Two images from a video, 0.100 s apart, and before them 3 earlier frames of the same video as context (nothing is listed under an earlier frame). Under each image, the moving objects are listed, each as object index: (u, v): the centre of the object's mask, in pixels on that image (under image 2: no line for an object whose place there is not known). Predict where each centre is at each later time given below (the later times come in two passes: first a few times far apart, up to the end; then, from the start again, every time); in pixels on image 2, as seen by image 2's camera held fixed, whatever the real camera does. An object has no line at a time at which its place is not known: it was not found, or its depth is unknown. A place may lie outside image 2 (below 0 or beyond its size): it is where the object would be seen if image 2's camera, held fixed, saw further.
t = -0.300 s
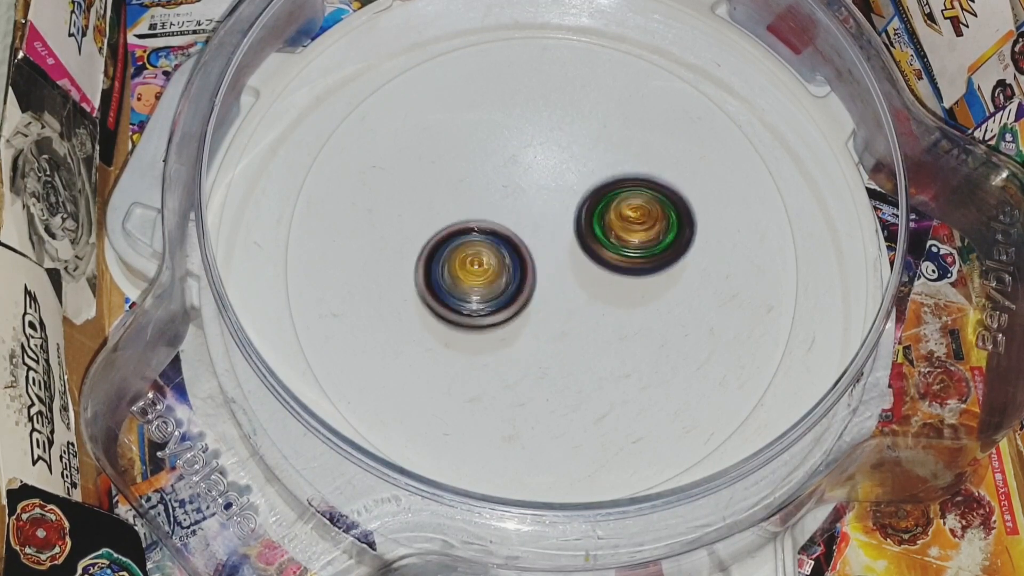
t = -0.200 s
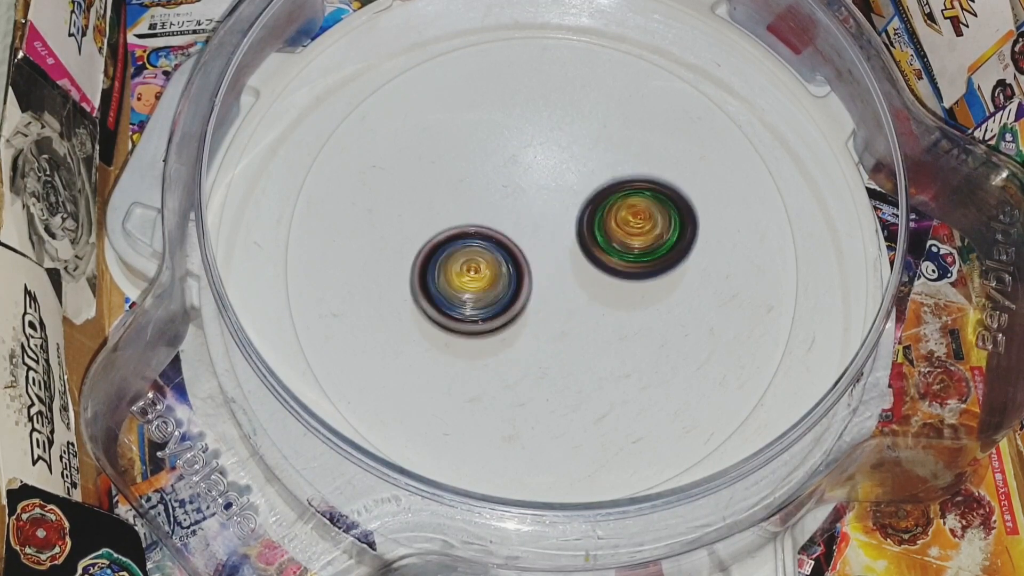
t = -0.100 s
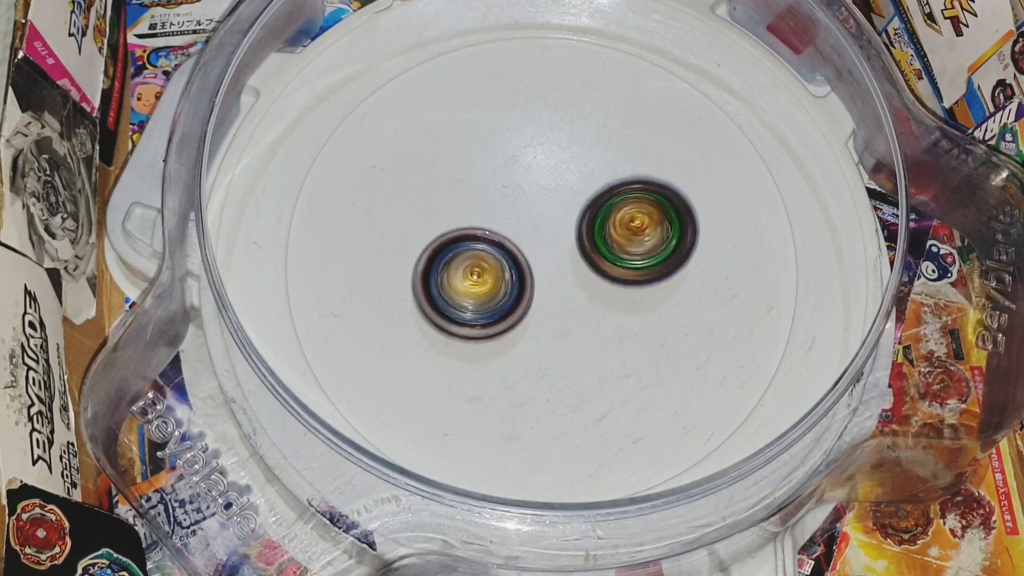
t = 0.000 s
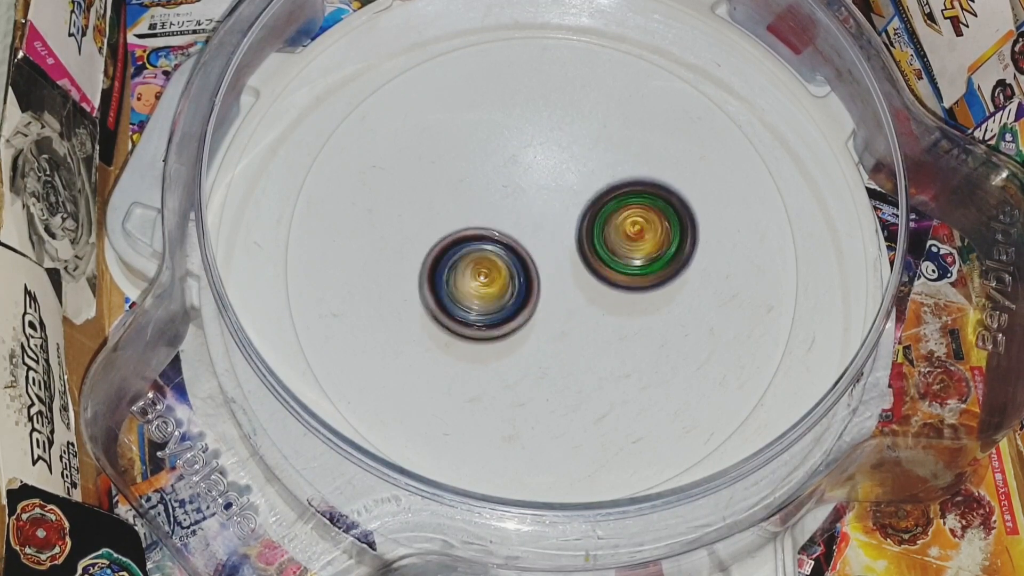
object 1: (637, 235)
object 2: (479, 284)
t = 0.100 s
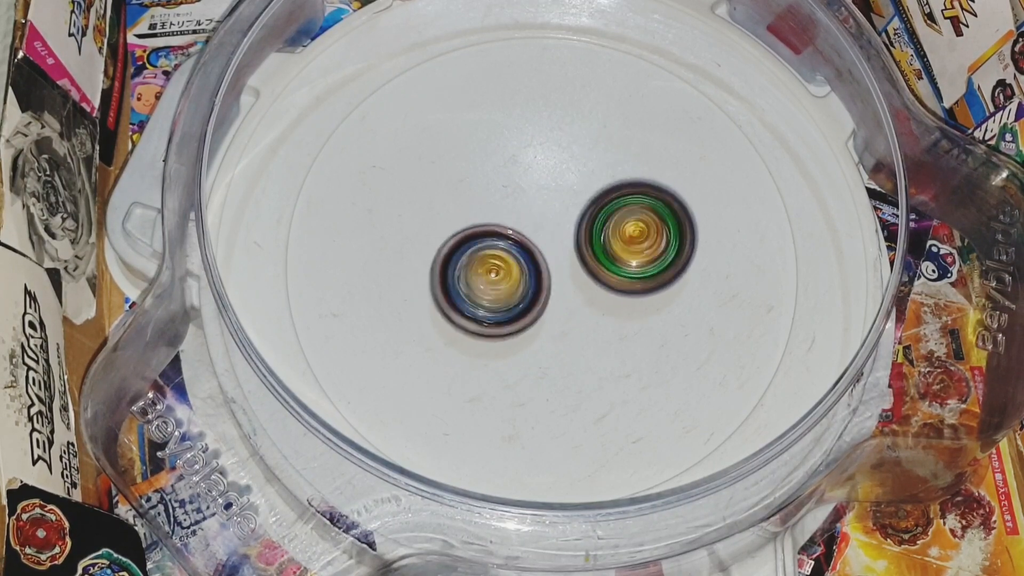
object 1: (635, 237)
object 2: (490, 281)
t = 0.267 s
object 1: (632, 244)
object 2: (511, 270)
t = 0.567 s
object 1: (655, 245)
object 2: (483, 270)
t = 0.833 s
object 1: (654, 255)
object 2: (491, 271)
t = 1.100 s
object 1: (647, 267)
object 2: (516, 274)
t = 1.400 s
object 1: (678, 282)
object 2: (476, 276)
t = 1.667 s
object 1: (656, 287)
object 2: (472, 270)
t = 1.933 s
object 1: (645, 296)
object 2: (492, 260)
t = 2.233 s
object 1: (629, 310)
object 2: (522, 258)
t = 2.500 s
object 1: (635, 308)
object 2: (524, 258)
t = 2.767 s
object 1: (629, 302)
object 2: (513, 257)
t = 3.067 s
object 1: (621, 307)
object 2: (502, 246)
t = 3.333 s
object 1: (610, 312)
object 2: (504, 239)
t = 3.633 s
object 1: (604, 323)
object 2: (504, 231)
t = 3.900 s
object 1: (605, 322)
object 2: (512, 234)
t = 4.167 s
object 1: (593, 325)
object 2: (512, 234)
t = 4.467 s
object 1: (592, 329)
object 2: (515, 235)
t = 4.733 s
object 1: (589, 326)
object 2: (516, 232)
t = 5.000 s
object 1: (576, 327)
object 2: (517, 221)
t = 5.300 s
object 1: (571, 332)
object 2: (529, 225)
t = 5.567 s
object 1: (568, 337)
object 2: (532, 224)
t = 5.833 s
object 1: (557, 337)
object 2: (534, 221)
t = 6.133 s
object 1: (553, 345)
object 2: (538, 225)
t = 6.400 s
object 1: (551, 338)
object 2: (535, 217)
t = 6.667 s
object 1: (537, 335)
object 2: (534, 222)
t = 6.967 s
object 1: (539, 332)
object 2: (537, 209)
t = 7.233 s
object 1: (527, 331)
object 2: (539, 217)
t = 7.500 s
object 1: (535, 333)
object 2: (546, 219)
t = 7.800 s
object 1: (519, 333)
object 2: (553, 211)
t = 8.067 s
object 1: (508, 334)
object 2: (561, 210)
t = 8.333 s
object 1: (515, 329)
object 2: (550, 213)
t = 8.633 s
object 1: (517, 324)
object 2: (542, 216)
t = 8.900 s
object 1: (517, 316)
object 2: (542, 206)
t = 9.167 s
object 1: (517, 337)
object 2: (552, 209)
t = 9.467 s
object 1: (513, 323)
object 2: (547, 207)
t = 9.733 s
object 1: (509, 318)
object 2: (544, 211)
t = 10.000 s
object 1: (518, 331)
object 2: (542, 201)
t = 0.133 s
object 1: (635, 238)
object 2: (495, 278)
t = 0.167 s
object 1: (635, 240)
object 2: (499, 276)
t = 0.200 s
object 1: (634, 241)
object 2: (504, 274)
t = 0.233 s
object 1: (633, 242)
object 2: (507, 271)
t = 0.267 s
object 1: (632, 244)
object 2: (511, 270)
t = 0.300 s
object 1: (634, 244)
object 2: (512, 268)
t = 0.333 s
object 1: (635, 243)
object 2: (513, 265)
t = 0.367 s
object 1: (640, 242)
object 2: (509, 265)
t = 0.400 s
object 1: (653, 240)
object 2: (497, 266)
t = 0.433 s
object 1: (659, 238)
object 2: (491, 267)
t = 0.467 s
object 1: (659, 239)
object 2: (488, 268)
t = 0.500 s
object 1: (657, 241)
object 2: (486, 268)
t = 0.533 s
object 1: (656, 243)
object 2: (484, 269)
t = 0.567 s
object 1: (655, 245)
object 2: (483, 270)
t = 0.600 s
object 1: (656, 245)
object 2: (482, 269)
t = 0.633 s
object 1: (655, 247)
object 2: (482, 270)
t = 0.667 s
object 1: (655, 248)
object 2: (483, 270)
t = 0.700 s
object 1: (655, 250)
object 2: (483, 270)
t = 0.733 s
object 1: (655, 251)
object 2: (485, 271)
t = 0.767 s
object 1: (654, 252)
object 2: (486, 270)
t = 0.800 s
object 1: (654, 253)
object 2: (488, 272)
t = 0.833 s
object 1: (654, 255)
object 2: (491, 271)
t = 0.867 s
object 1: (653, 256)
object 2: (493, 272)
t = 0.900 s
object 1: (653, 257)
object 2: (497, 272)
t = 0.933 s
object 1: (652, 258)
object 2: (499, 272)
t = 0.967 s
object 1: (652, 260)
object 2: (502, 273)
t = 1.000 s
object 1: (651, 262)
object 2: (506, 272)
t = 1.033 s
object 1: (650, 263)
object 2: (509, 273)
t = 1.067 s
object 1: (649, 265)
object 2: (513, 274)
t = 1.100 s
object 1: (647, 267)
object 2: (516, 274)
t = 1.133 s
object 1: (647, 269)
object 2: (520, 275)
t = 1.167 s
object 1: (646, 271)
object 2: (522, 275)
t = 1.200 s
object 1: (647, 273)
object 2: (523, 274)
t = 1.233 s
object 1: (653, 272)
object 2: (516, 274)
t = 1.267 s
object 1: (670, 274)
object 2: (500, 275)
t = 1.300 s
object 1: (679, 276)
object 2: (489, 274)
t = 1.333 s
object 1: (681, 279)
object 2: (482, 274)
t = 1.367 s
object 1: (680, 281)
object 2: (479, 275)
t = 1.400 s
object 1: (678, 282)
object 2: (476, 276)
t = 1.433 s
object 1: (674, 281)
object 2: (474, 276)
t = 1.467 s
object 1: (671, 280)
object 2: (471, 275)
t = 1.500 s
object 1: (666, 281)
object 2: (470, 275)
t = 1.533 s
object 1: (663, 282)
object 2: (469, 274)
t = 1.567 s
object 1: (660, 284)
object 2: (469, 274)
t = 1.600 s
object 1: (659, 284)
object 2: (469, 271)
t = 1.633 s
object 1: (657, 286)
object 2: (471, 271)
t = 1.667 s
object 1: (656, 287)
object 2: (472, 270)
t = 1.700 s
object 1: (655, 289)
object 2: (472, 269)
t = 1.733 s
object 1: (654, 289)
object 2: (474, 267)
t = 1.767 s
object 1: (653, 291)
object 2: (475, 265)
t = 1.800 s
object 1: (652, 291)
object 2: (478, 264)
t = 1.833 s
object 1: (651, 293)
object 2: (481, 262)
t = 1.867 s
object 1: (649, 294)
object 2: (484, 262)
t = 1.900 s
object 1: (647, 296)
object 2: (488, 260)
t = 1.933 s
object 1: (645, 296)
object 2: (492, 260)
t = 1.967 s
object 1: (643, 298)
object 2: (497, 259)
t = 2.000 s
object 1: (639, 299)
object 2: (500, 259)
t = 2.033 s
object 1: (636, 302)
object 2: (506, 259)
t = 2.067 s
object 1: (633, 304)
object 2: (510, 259)
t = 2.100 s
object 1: (630, 305)
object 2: (515, 260)
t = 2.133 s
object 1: (628, 307)
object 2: (519, 260)
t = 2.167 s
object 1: (629, 308)
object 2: (520, 259)
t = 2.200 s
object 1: (630, 310)
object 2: (521, 258)
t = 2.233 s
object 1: (629, 310)
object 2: (522, 258)
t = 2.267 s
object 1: (635, 311)
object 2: (522, 257)
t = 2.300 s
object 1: (639, 312)
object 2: (519, 254)
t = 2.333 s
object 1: (639, 313)
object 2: (520, 254)
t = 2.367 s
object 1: (637, 311)
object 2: (521, 256)
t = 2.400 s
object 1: (634, 311)
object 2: (523, 256)
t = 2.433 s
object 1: (634, 309)
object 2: (524, 258)
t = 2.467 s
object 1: (635, 309)
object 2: (524, 258)
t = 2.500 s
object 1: (635, 308)
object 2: (524, 258)
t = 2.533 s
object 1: (637, 307)
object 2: (522, 257)
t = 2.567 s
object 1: (642, 308)
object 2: (517, 255)
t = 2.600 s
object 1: (641, 308)
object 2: (516, 255)
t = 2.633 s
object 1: (638, 305)
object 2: (515, 256)
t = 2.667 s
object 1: (635, 302)
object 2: (514, 255)
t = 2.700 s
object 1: (632, 301)
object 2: (513, 256)
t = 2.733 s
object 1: (630, 301)
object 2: (513, 256)
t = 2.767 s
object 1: (629, 302)
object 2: (513, 257)
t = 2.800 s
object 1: (629, 302)
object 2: (513, 256)
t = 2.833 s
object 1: (628, 303)
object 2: (512, 257)
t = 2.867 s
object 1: (628, 303)
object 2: (512, 255)
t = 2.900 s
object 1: (627, 303)
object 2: (510, 255)
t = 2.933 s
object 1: (625, 303)
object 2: (510, 254)
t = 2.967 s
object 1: (625, 305)
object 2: (507, 251)
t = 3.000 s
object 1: (626, 306)
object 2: (505, 249)
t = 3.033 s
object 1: (623, 305)
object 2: (503, 248)
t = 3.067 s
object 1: (621, 307)
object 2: (502, 246)
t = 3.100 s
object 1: (621, 309)
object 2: (501, 245)
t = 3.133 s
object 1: (621, 310)
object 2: (500, 244)
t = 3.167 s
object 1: (619, 310)
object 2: (500, 243)
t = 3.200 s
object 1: (618, 311)
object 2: (500, 241)
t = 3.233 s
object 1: (617, 312)
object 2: (500, 241)
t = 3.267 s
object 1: (616, 312)
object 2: (501, 240)
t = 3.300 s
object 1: (614, 312)
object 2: (503, 239)
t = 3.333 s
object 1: (610, 312)
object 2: (504, 239)
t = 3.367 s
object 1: (607, 312)
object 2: (506, 239)
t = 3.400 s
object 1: (603, 313)
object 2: (508, 238)
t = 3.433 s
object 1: (605, 316)
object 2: (506, 236)
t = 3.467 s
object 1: (609, 321)
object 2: (502, 231)
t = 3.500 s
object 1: (609, 323)
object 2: (502, 229)
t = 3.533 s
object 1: (608, 324)
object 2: (502, 229)
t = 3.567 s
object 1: (607, 323)
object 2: (502, 229)
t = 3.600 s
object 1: (605, 323)
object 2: (503, 229)
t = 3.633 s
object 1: (604, 323)
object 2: (504, 231)
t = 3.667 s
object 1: (602, 321)
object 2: (506, 231)
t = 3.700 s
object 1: (601, 321)
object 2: (508, 233)
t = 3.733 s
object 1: (600, 320)
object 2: (510, 234)
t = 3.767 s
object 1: (599, 321)
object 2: (512, 236)
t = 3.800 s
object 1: (599, 320)
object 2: (514, 236)
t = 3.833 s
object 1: (604, 323)
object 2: (513, 234)
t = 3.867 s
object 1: (606, 324)
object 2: (513, 234)
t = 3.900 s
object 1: (605, 322)
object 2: (512, 234)
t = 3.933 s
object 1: (602, 322)
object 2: (512, 234)
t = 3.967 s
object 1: (600, 322)
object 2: (512, 235)
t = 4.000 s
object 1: (599, 323)
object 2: (512, 235)
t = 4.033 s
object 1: (597, 324)
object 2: (513, 236)
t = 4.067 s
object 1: (598, 327)
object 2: (512, 234)
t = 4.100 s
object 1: (598, 326)
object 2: (512, 234)
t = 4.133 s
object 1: (596, 325)
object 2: (512, 234)
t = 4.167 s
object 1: (593, 325)
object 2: (512, 234)
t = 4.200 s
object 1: (592, 326)
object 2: (513, 235)
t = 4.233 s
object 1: (595, 328)
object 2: (511, 233)
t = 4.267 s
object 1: (595, 326)
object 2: (512, 234)
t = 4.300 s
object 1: (593, 324)
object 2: (513, 234)
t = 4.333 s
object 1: (592, 326)
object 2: (513, 234)
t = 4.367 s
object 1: (592, 326)
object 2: (514, 235)
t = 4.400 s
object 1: (592, 326)
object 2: (513, 235)
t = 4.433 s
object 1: (590, 326)
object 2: (515, 235)
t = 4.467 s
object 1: (592, 329)
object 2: (515, 235)
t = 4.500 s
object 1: (592, 328)
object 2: (516, 235)
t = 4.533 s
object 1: (591, 328)
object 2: (515, 236)
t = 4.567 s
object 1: (592, 330)
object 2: (515, 234)
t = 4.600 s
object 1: (592, 329)
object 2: (516, 235)
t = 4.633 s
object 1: (591, 327)
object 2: (516, 235)
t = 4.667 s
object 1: (592, 328)
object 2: (516, 232)
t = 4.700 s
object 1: (592, 327)
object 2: (516, 232)
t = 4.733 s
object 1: (589, 326)
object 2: (516, 232)
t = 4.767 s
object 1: (586, 326)
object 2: (517, 230)
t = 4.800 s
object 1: (587, 329)
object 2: (516, 228)
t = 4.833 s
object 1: (588, 329)
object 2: (517, 226)
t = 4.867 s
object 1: (586, 327)
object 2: (516, 226)
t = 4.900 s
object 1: (582, 326)
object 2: (515, 224)
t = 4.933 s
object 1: (580, 326)
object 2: (517, 223)
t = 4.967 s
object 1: (578, 327)
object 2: (517, 222)
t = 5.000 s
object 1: (576, 327)
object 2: (517, 221)
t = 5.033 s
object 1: (576, 328)
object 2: (519, 222)
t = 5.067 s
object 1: (574, 328)
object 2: (520, 222)
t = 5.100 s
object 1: (573, 328)
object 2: (522, 222)
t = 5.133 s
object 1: (572, 327)
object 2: (523, 222)
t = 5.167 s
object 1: (572, 329)
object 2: (524, 222)
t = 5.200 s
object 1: (573, 332)
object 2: (525, 222)
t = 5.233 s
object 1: (573, 332)
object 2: (526, 224)
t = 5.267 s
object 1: (573, 331)
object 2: (527, 224)
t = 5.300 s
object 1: (571, 332)
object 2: (529, 225)
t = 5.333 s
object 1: (573, 334)
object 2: (529, 227)
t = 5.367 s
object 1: (573, 335)
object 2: (530, 227)
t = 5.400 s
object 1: (572, 339)
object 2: (531, 226)
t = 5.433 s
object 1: (573, 341)
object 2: (531, 225)
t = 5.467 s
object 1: (573, 340)
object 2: (531, 226)
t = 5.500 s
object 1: (572, 337)
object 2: (531, 225)
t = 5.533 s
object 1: (569, 335)
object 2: (532, 226)
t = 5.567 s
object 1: (568, 337)
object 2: (532, 224)
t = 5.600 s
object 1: (569, 337)
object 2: (533, 223)
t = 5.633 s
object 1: (567, 335)
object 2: (533, 223)
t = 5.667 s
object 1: (564, 334)
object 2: (532, 221)
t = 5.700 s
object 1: (561, 334)
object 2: (533, 221)
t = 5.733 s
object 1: (560, 334)
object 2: (533, 221)
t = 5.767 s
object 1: (558, 333)
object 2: (533, 221)
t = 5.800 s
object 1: (556, 334)
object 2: (534, 222)
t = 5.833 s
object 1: (557, 337)
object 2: (534, 221)
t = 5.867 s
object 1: (558, 338)
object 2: (534, 221)
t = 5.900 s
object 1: (557, 337)
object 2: (535, 223)
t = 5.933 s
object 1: (554, 336)
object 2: (535, 223)
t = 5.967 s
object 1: (554, 338)
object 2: (535, 223)
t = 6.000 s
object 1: (554, 339)
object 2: (537, 224)
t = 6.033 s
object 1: (553, 338)
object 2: (536, 226)
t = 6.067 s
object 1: (551, 339)
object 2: (536, 227)
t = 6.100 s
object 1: (552, 344)
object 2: (537, 225)
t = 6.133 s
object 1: (553, 345)
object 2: (538, 225)
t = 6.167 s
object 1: (553, 345)
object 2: (536, 226)
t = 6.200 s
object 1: (553, 343)
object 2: (535, 225)
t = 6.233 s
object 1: (553, 342)
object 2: (536, 224)
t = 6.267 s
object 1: (553, 340)
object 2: (537, 227)
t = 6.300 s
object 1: (554, 343)
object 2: (536, 224)
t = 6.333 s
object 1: (555, 343)
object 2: (536, 221)
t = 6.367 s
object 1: (554, 340)
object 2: (535, 218)
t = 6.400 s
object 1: (551, 338)
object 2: (535, 217)
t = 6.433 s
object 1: (547, 336)
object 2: (536, 218)
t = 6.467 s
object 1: (545, 335)
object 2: (535, 219)
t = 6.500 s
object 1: (543, 334)
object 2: (533, 218)
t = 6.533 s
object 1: (541, 333)
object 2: (534, 218)
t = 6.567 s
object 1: (539, 333)
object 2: (534, 219)
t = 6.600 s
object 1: (536, 334)
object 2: (534, 220)
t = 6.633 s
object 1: (536, 335)
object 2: (534, 221)
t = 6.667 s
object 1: (537, 335)
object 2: (534, 222)
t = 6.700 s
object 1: (539, 337)
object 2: (535, 222)
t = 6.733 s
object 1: (540, 336)
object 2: (536, 224)
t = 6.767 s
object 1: (542, 343)
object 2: (536, 219)
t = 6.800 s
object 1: (543, 347)
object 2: (535, 214)
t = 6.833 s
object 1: (545, 346)
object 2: (535, 212)
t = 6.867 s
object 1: (544, 342)
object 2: (535, 211)
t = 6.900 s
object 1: (543, 338)
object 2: (535, 210)
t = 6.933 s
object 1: (541, 335)
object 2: (535, 209)
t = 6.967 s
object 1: (539, 332)
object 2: (537, 209)
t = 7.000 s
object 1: (536, 329)
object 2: (536, 210)
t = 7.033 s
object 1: (533, 327)
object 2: (536, 210)
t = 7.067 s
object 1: (530, 326)
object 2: (537, 211)
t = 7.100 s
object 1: (528, 327)
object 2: (538, 213)
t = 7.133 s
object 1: (526, 329)
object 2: (539, 213)
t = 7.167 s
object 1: (527, 330)
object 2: (540, 214)
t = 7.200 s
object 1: (527, 330)
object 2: (540, 217)
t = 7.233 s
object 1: (527, 331)
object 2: (539, 217)
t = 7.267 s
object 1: (527, 330)
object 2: (540, 217)
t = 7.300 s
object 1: (528, 332)
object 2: (541, 219)
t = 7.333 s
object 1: (529, 333)
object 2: (542, 220)
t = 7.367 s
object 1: (530, 332)
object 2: (541, 221)
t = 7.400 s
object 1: (530, 332)
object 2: (542, 220)
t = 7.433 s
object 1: (531, 332)
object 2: (543, 220)
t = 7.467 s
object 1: (533, 334)
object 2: (546, 218)
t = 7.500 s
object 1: (535, 333)
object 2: (546, 219)
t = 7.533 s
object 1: (533, 329)
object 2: (544, 218)
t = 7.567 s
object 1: (532, 327)
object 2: (545, 217)
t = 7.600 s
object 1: (530, 326)
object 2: (549, 215)
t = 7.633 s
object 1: (528, 325)
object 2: (550, 216)
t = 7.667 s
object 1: (525, 328)
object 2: (550, 214)
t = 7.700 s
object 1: (524, 333)
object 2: (552, 210)
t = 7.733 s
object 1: (522, 334)
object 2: (554, 210)
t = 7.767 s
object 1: (521, 334)
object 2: (555, 212)
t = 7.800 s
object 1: (519, 333)
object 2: (553, 211)
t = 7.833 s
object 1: (517, 333)
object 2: (554, 210)
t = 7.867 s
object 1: (516, 332)
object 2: (556, 212)
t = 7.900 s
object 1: (515, 332)
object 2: (557, 215)
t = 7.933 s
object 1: (516, 329)
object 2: (555, 217)
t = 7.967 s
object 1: (515, 327)
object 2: (555, 218)
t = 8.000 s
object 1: (514, 323)
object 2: (555, 219)
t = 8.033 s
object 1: (511, 329)
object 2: (559, 215)
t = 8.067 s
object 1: (508, 334)
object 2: (561, 210)
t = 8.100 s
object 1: (509, 335)
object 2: (563, 208)
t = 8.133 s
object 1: (510, 335)
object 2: (561, 209)
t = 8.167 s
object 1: (511, 334)
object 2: (557, 208)
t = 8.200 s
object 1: (511, 334)
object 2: (557, 208)
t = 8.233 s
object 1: (512, 334)
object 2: (556, 210)
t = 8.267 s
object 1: (514, 334)
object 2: (553, 211)
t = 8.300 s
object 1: (515, 332)
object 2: (551, 212)
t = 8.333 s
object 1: (515, 329)
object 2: (550, 213)
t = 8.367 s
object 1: (513, 327)
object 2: (548, 214)
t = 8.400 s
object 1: (511, 326)
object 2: (547, 215)
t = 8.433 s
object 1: (511, 326)
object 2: (544, 218)
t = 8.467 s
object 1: (510, 327)
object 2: (541, 218)
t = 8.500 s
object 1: (511, 328)
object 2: (542, 217)
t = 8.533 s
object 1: (514, 327)
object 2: (541, 218)
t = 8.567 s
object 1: (515, 328)
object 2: (542, 215)
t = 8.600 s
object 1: (518, 326)
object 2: (543, 215)
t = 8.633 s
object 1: (517, 324)
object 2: (542, 216)
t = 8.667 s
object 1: (515, 327)
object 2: (542, 210)
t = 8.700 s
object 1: (516, 326)
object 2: (544, 208)
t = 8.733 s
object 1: (517, 323)
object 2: (546, 210)
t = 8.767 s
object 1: (516, 320)
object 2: (544, 210)
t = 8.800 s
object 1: (515, 318)
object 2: (542, 210)
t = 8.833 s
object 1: (516, 317)
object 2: (540, 208)
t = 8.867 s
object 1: (517, 318)
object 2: (539, 206)
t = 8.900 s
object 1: (517, 316)
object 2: (542, 206)
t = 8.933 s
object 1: (515, 318)
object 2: (544, 206)
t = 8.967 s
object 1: (516, 319)
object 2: (545, 207)
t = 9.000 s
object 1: (517, 319)
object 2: (545, 210)
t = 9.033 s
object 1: (517, 319)
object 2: (544, 212)
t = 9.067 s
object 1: (515, 329)
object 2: (547, 208)
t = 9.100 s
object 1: (513, 333)
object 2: (552, 205)
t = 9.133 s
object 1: (514, 337)
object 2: (554, 207)
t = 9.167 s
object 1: (517, 337)
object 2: (552, 209)
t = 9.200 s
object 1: (521, 333)
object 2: (548, 210)
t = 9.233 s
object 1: (522, 327)
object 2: (547, 209)
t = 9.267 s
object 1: (521, 322)
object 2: (548, 210)
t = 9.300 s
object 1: (519, 323)
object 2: (548, 210)
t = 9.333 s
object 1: (517, 323)
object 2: (549, 209)
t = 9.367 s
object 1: (518, 321)
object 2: (550, 211)
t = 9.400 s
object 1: (516, 320)
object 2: (548, 213)
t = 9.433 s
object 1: (514, 322)
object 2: (545, 208)
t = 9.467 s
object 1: (513, 323)
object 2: (547, 207)
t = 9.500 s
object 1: (513, 322)
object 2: (547, 208)
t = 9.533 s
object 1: (511, 319)
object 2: (546, 210)
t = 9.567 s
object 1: (508, 318)
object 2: (544, 210)
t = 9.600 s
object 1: (508, 317)
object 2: (542, 209)
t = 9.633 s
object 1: (507, 316)
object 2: (542, 207)
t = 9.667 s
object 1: (508, 314)
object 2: (543, 207)
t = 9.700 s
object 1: (508, 315)
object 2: (544, 210)
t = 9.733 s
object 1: (509, 318)
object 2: (544, 211)
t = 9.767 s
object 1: (512, 318)
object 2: (543, 213)
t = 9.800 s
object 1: (513, 323)
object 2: (542, 210)
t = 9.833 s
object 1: (514, 324)
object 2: (544, 208)
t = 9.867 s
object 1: (514, 325)
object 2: (547, 211)
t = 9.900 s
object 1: (515, 324)
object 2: (546, 215)
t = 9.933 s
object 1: (517, 322)
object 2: (542, 216)
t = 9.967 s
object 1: (517, 327)
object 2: (540, 208)
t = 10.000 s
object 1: (518, 331)
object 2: (542, 201)
